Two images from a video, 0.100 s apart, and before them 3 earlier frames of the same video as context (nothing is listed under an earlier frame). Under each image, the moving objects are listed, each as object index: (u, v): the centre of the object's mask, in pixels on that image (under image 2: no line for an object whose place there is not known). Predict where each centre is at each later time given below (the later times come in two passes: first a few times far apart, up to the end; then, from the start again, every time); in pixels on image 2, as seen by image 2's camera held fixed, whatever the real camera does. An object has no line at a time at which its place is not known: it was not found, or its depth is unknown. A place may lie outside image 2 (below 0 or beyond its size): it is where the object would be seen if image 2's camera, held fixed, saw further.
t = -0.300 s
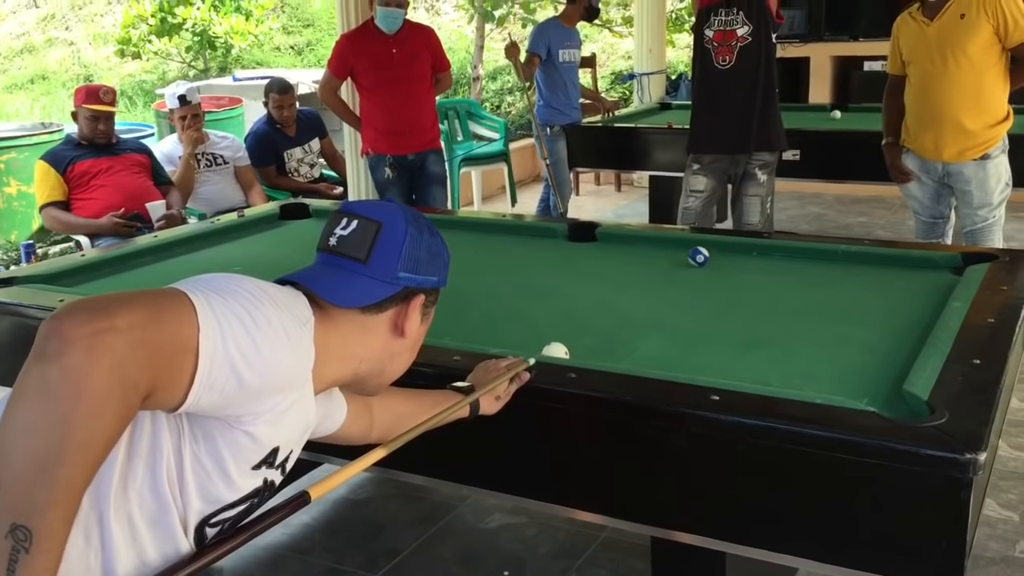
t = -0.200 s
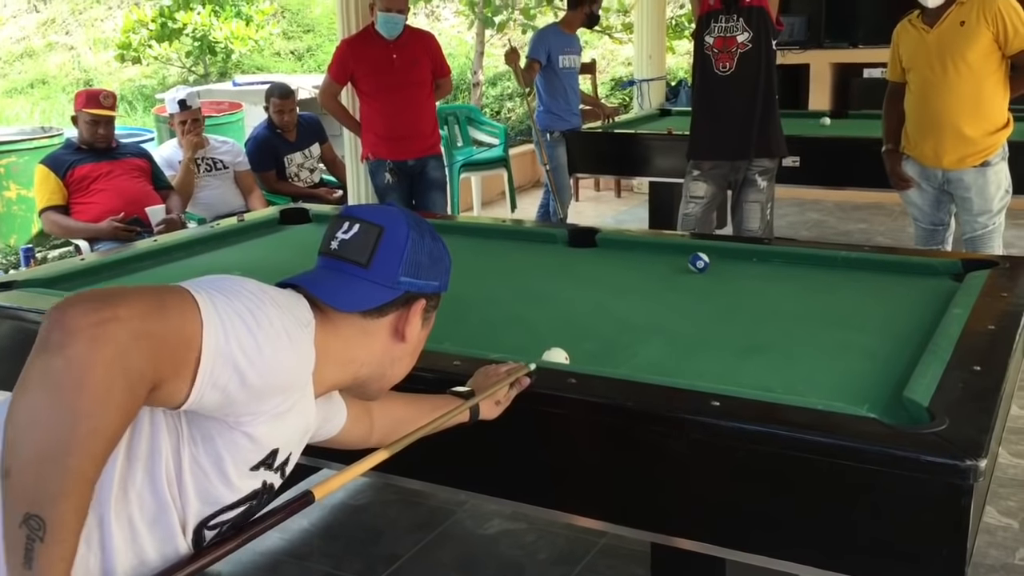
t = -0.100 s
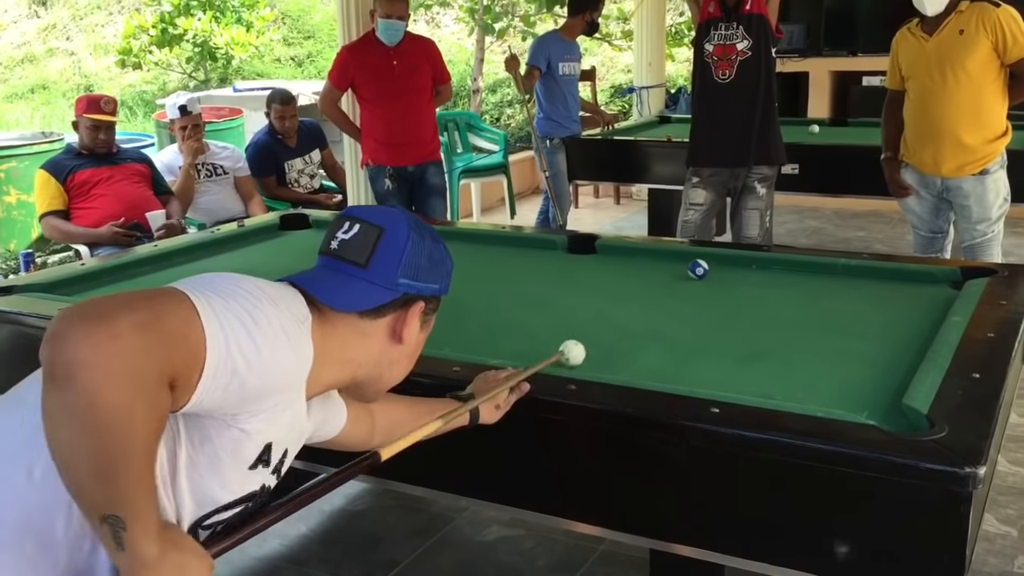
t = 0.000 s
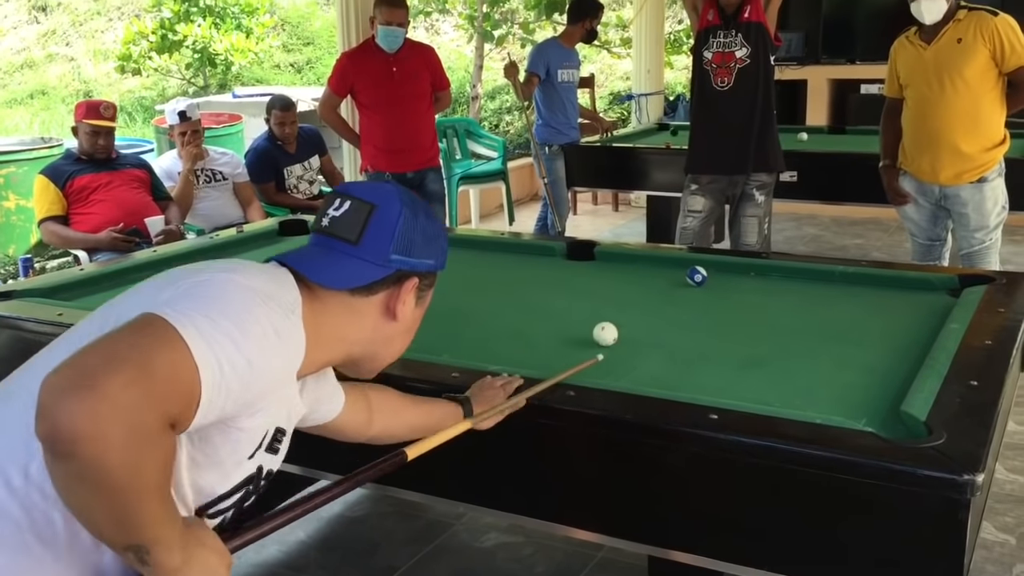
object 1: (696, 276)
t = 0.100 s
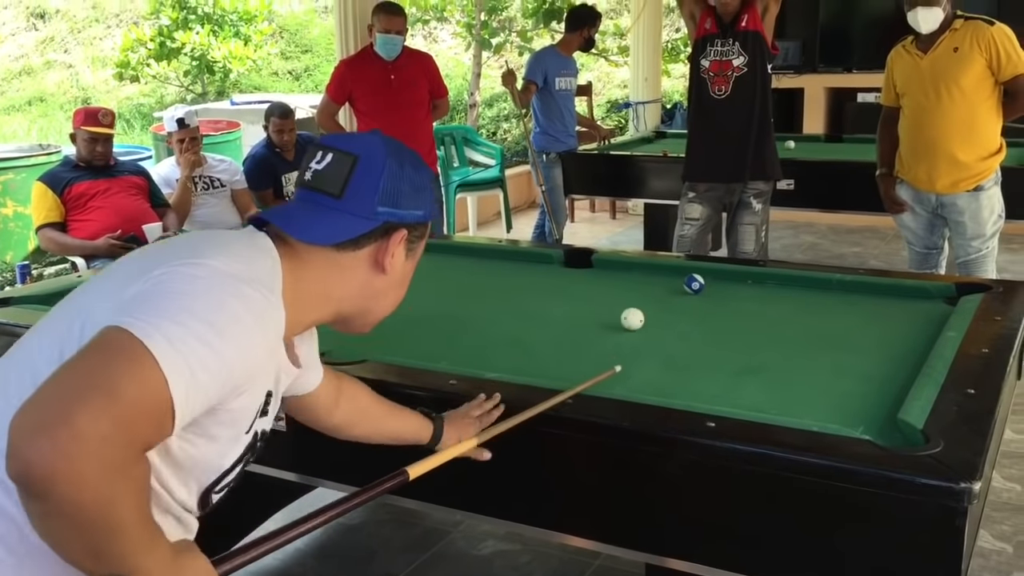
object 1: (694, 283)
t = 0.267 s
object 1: (695, 284)
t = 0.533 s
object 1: (757, 280)
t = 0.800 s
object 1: (777, 290)
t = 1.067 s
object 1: (797, 300)
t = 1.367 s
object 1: (822, 312)
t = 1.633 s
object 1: (843, 322)
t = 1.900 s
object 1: (866, 333)
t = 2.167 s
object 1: (888, 343)
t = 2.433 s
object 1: (911, 355)
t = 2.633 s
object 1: (908, 359)
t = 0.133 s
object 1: (694, 284)
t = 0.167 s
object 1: (694, 283)
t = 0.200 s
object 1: (694, 284)
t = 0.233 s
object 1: (694, 284)
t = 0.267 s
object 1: (695, 284)
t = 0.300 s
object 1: (703, 283)
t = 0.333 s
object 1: (716, 281)
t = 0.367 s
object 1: (728, 280)
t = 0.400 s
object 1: (739, 278)
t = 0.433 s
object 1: (749, 276)
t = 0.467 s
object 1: (752, 278)
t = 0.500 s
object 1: (754, 278)
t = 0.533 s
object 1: (757, 280)
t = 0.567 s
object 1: (760, 282)
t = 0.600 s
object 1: (762, 282)
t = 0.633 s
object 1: (764, 284)
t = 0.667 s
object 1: (767, 285)
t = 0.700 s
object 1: (770, 285)
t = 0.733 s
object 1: (772, 287)
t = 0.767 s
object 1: (774, 288)
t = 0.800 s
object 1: (777, 290)
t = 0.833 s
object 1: (780, 291)
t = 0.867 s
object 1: (782, 293)
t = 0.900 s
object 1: (784, 294)
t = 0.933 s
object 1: (787, 295)
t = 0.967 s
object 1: (789, 296)
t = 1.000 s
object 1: (794, 298)
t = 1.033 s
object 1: (795, 298)
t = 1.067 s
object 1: (797, 300)
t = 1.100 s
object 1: (800, 301)
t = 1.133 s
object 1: (803, 302)
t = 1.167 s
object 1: (806, 304)
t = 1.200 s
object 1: (808, 305)
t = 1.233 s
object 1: (810, 306)
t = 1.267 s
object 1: (813, 308)
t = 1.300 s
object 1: (816, 309)
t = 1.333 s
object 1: (819, 311)
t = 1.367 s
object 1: (822, 312)
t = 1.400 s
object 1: (824, 313)
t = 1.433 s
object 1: (827, 314)
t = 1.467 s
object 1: (829, 315)
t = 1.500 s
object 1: (832, 317)
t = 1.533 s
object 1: (835, 318)
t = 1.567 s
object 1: (838, 320)
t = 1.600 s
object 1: (840, 321)
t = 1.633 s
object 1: (843, 322)
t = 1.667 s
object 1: (846, 323)
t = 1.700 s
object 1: (848, 325)
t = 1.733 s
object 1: (852, 327)
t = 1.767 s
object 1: (855, 328)
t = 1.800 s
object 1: (857, 329)
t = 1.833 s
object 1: (860, 331)
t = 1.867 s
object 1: (863, 332)
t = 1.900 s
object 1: (866, 333)
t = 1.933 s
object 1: (869, 334)
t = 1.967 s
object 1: (871, 335)
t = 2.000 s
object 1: (874, 337)
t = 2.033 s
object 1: (877, 339)
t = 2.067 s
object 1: (879, 340)
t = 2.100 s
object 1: (882, 341)
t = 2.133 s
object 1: (885, 342)
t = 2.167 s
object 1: (888, 343)
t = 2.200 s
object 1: (891, 345)
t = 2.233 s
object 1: (894, 347)
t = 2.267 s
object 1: (896, 348)
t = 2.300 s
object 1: (899, 349)
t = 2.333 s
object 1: (902, 350)
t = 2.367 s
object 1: (904, 352)
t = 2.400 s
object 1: (907, 353)
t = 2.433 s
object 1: (911, 355)
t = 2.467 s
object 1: (913, 355)
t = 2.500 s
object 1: (915, 355)
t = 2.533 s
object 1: (914, 357)
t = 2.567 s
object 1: (912, 358)
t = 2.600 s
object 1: (910, 358)
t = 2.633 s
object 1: (908, 359)
